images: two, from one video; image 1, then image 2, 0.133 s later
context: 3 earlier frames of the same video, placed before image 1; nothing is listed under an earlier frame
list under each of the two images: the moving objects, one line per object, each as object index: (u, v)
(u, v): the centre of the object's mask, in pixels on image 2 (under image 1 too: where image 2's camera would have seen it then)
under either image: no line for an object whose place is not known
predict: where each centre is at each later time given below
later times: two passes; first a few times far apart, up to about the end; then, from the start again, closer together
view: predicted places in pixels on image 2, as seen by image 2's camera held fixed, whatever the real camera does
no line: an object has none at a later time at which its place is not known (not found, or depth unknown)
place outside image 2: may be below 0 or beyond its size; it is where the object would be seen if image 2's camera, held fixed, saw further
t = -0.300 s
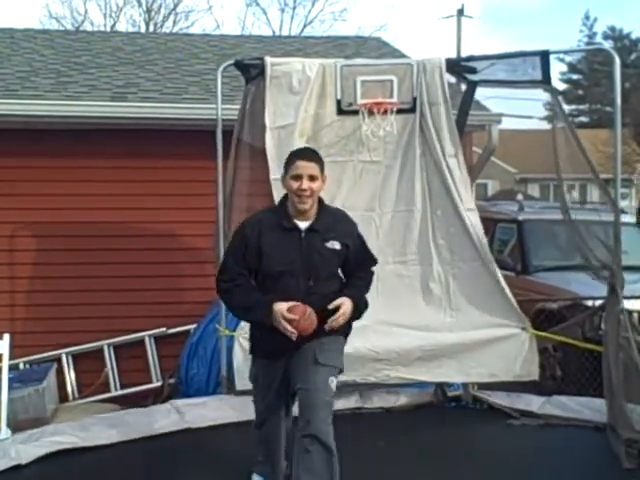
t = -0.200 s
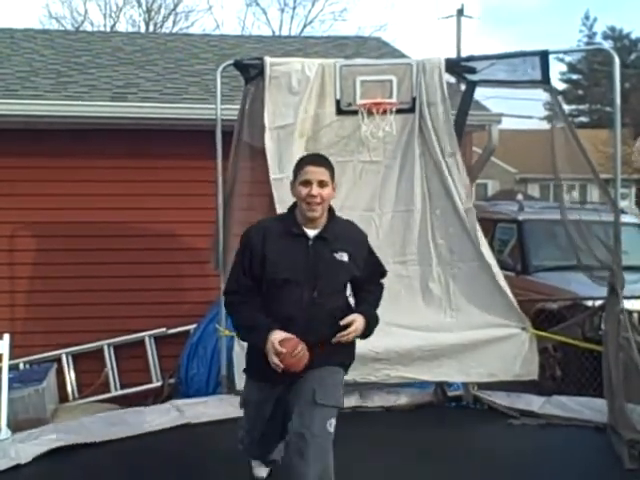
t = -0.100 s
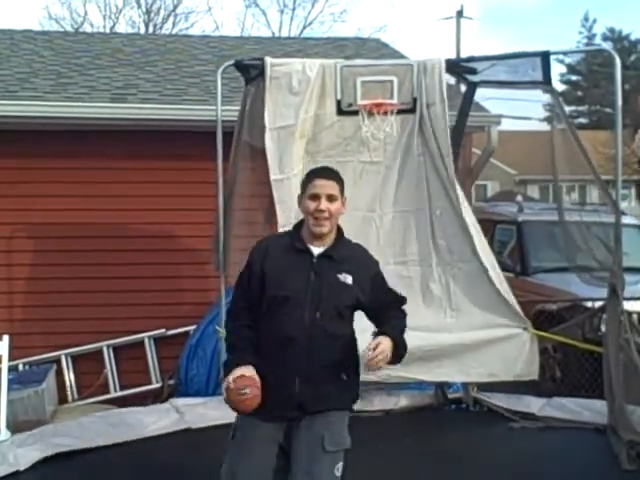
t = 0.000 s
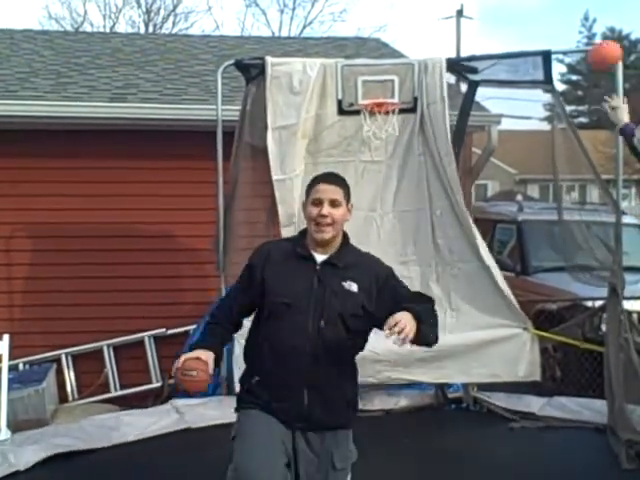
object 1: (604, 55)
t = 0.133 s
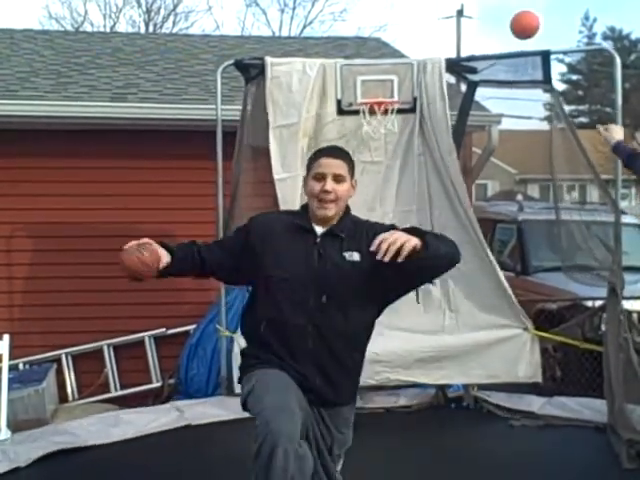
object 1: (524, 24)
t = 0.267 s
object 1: (456, 32)
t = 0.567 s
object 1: (377, 123)
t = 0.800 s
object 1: (403, 189)
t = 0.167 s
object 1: (506, 23)
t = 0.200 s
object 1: (489, 24)
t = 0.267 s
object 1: (456, 32)
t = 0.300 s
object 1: (440, 40)
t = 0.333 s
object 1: (425, 50)
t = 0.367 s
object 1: (410, 61)
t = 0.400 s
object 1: (396, 74)
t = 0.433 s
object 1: (381, 87)
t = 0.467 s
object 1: (371, 101)
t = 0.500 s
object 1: (372, 108)
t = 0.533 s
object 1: (373, 115)
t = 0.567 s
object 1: (377, 123)
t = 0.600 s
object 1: (379, 134)
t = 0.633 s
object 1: (383, 145)
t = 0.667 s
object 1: (387, 153)
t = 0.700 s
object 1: (391, 160)
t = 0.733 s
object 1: (395, 168)
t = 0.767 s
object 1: (400, 178)
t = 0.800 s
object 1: (403, 189)
